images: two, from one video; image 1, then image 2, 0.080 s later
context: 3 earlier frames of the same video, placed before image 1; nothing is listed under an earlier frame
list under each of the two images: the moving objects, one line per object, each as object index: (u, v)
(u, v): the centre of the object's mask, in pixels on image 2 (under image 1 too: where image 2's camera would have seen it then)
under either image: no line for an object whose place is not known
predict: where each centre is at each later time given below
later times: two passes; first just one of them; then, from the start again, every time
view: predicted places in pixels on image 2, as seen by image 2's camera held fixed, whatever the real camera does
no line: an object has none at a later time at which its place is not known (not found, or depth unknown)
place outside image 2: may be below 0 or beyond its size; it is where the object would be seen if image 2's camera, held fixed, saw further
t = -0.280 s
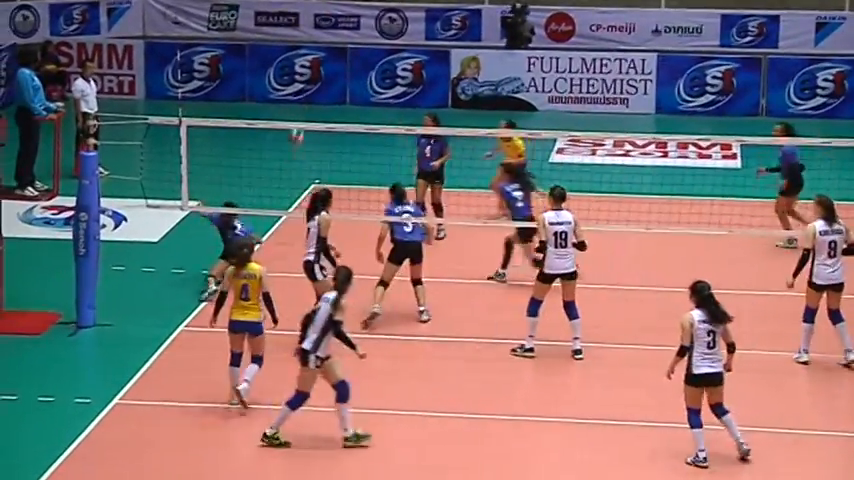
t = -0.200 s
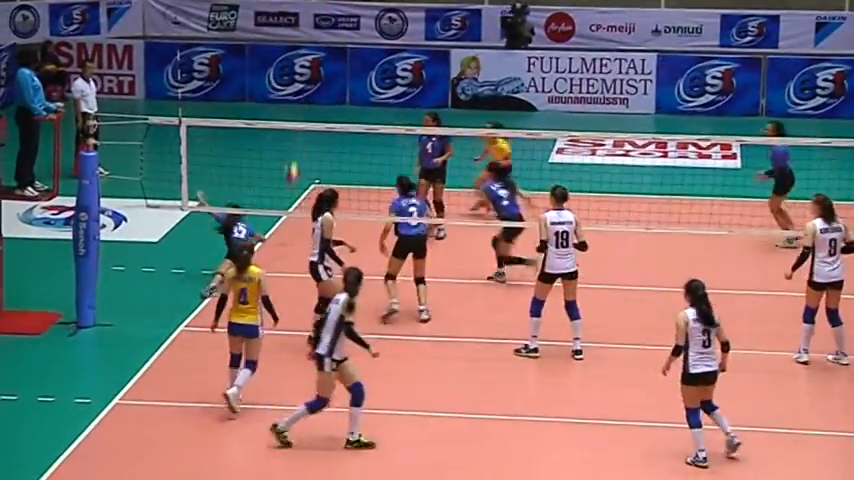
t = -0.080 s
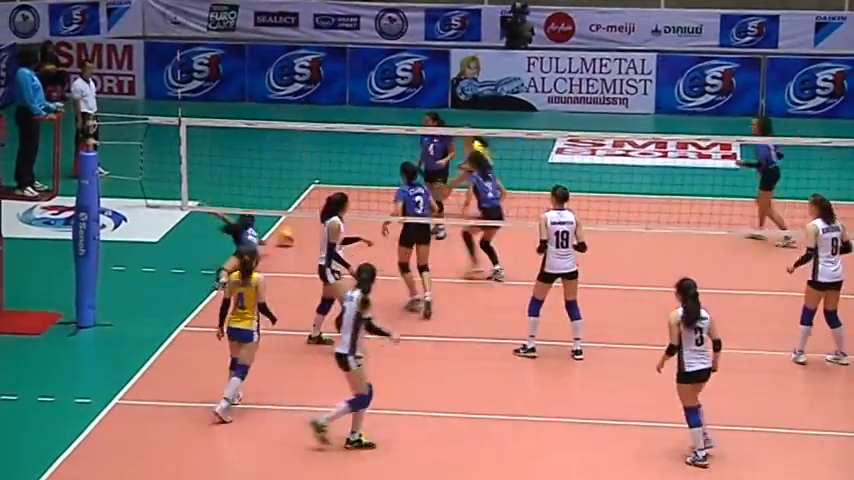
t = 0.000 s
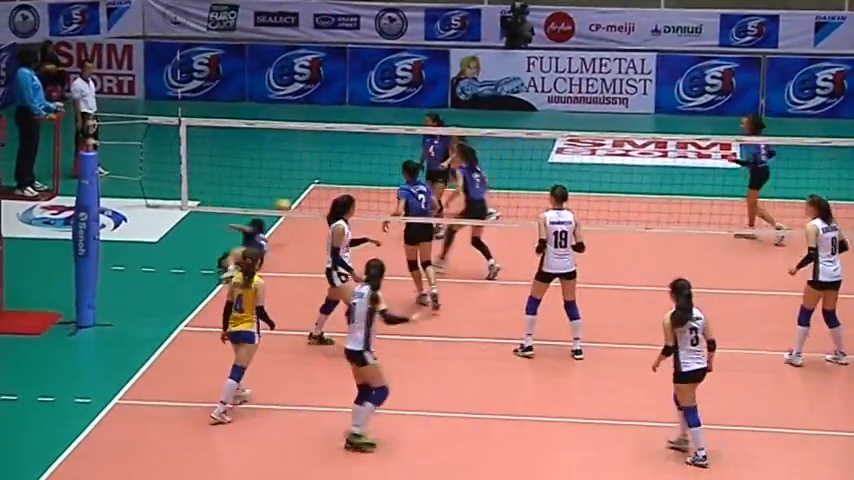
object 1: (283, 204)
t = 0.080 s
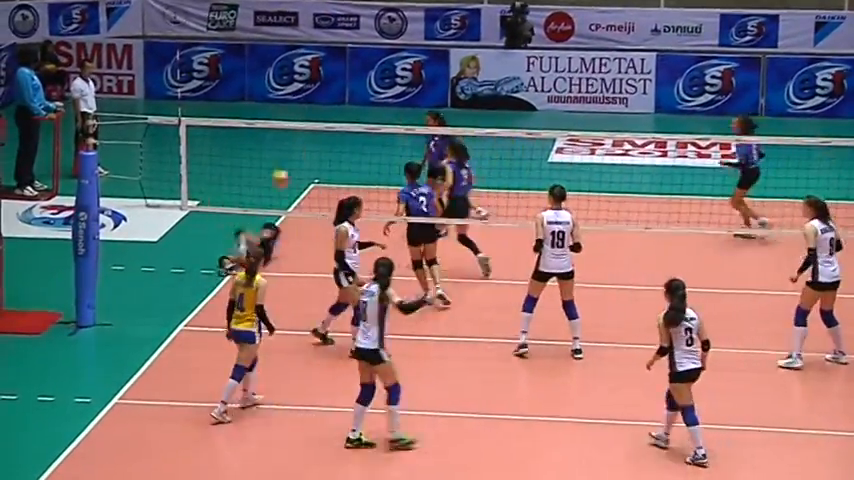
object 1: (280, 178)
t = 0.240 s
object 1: (275, 137)
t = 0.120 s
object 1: (279, 166)
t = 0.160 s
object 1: (278, 155)
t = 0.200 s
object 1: (276, 143)
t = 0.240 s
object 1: (275, 137)
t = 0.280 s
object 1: (275, 129)
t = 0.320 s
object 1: (272, 118)
